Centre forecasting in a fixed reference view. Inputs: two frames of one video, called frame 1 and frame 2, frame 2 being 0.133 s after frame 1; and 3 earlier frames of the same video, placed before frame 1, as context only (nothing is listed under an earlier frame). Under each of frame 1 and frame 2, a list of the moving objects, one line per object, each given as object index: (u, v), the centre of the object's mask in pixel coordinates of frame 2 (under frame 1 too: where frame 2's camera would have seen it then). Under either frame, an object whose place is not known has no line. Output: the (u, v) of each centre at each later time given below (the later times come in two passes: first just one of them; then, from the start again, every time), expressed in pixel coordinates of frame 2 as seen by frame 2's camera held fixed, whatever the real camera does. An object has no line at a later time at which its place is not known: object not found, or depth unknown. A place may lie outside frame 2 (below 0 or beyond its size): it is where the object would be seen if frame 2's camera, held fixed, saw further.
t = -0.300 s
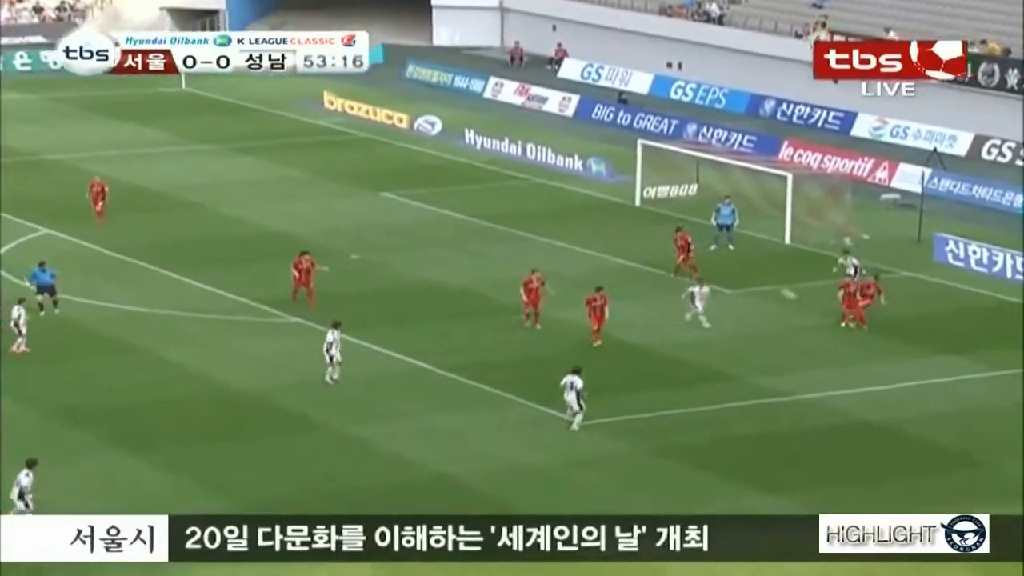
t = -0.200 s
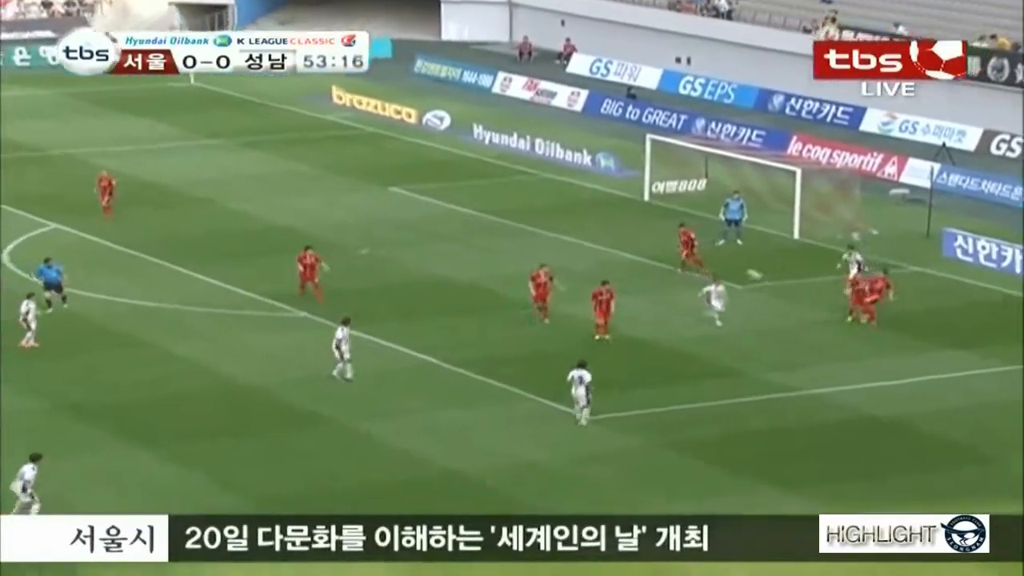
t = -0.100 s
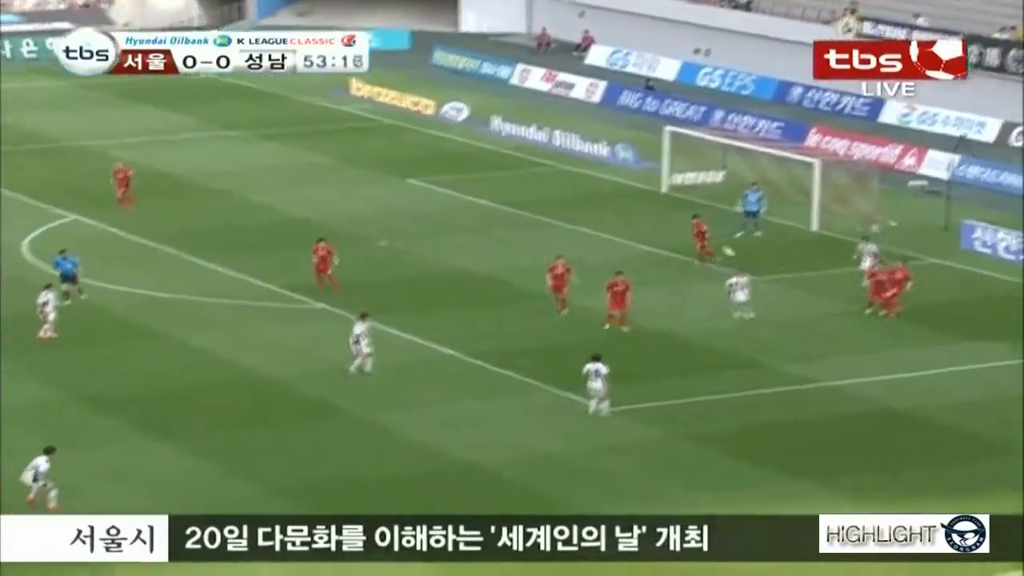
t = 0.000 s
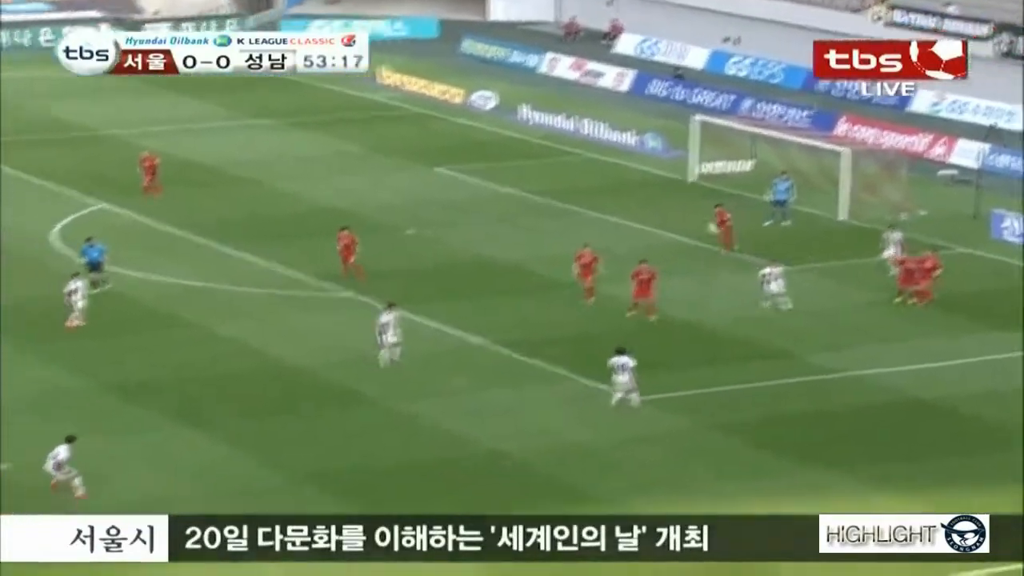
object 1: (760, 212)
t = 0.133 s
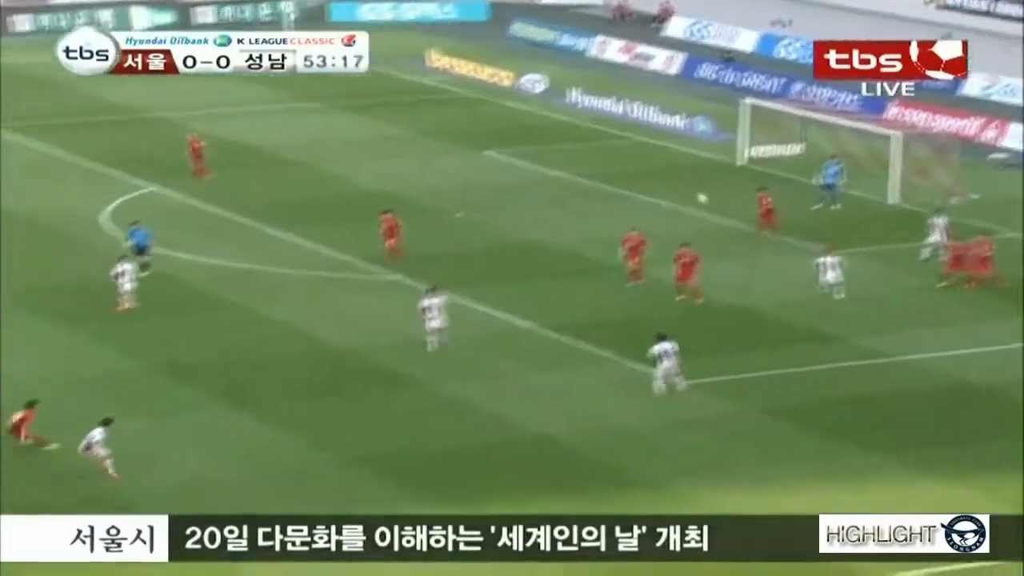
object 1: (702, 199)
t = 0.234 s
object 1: (657, 190)
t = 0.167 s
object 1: (686, 196)
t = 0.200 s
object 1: (672, 193)
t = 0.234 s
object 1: (657, 190)
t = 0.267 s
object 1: (642, 188)
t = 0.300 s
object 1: (627, 186)
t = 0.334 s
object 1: (612, 184)
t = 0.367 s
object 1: (596, 183)
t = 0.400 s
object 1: (581, 182)
